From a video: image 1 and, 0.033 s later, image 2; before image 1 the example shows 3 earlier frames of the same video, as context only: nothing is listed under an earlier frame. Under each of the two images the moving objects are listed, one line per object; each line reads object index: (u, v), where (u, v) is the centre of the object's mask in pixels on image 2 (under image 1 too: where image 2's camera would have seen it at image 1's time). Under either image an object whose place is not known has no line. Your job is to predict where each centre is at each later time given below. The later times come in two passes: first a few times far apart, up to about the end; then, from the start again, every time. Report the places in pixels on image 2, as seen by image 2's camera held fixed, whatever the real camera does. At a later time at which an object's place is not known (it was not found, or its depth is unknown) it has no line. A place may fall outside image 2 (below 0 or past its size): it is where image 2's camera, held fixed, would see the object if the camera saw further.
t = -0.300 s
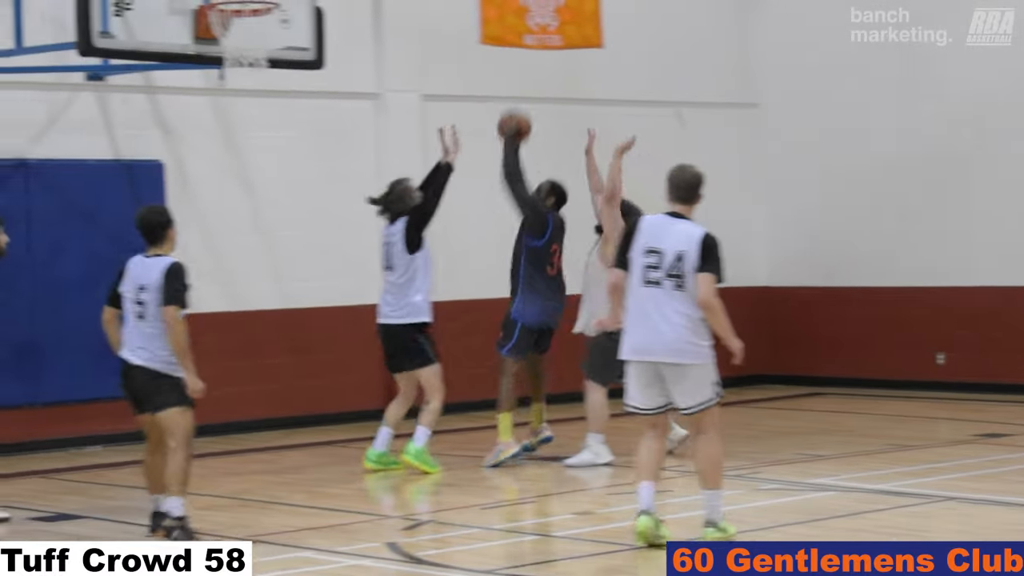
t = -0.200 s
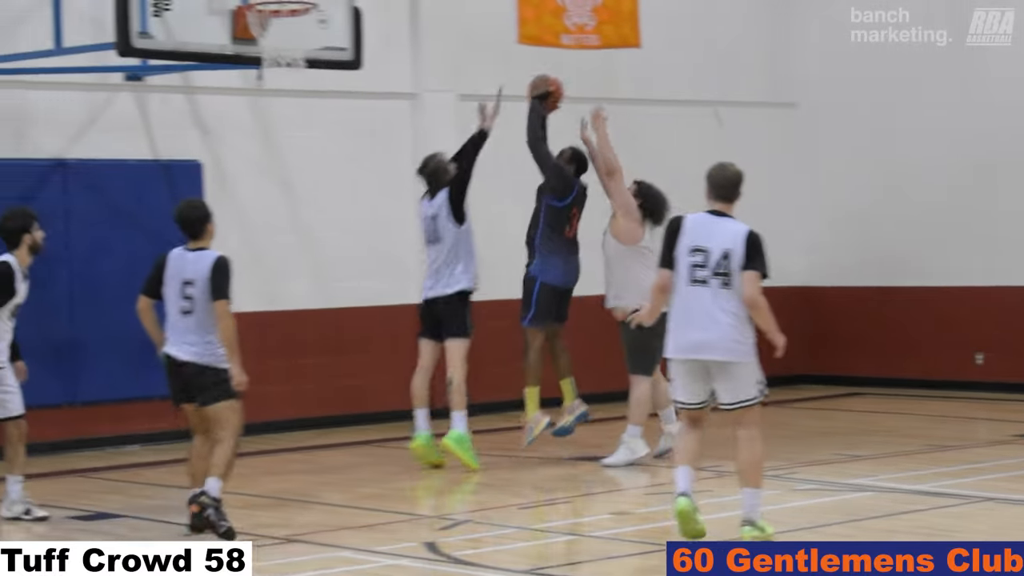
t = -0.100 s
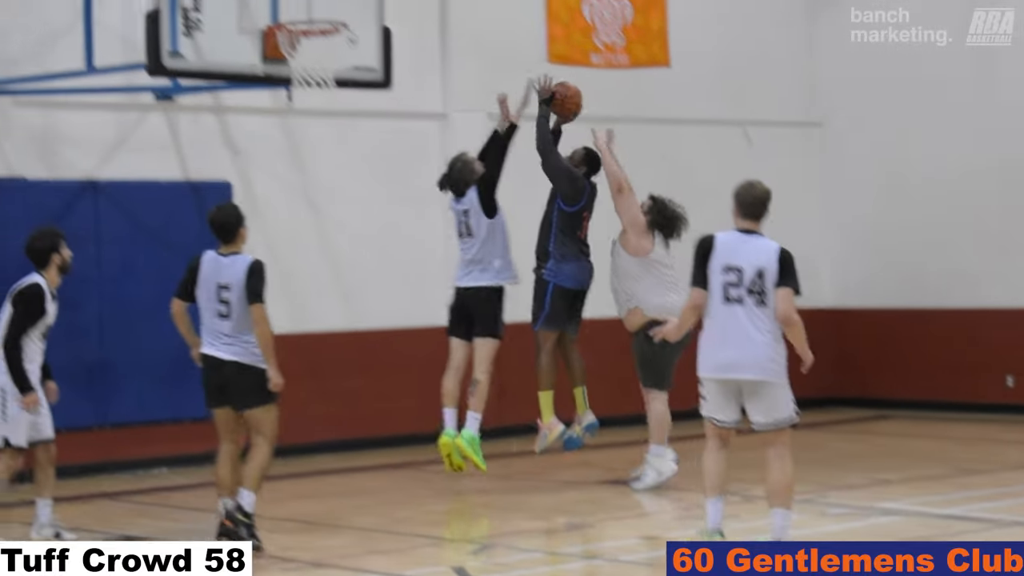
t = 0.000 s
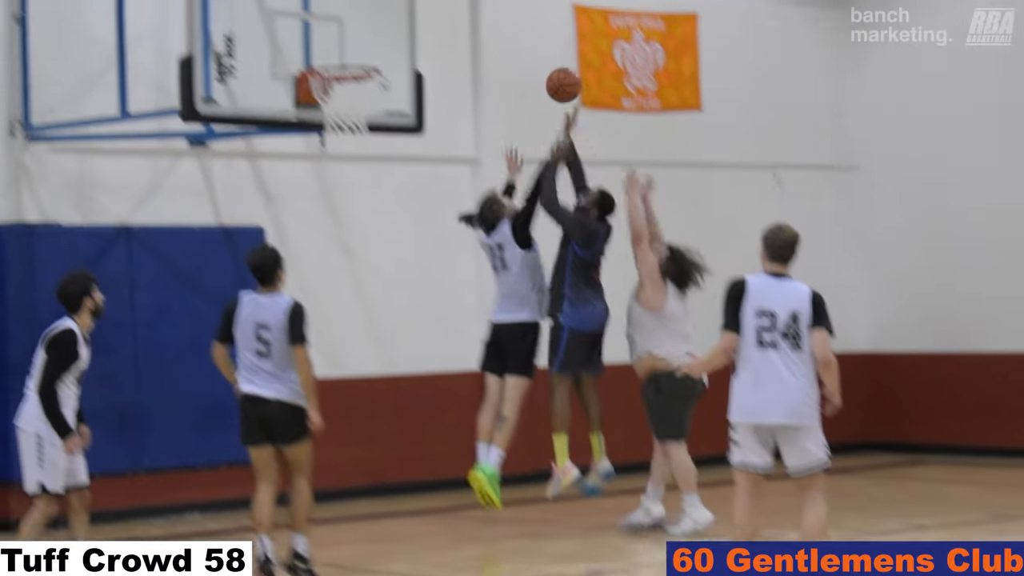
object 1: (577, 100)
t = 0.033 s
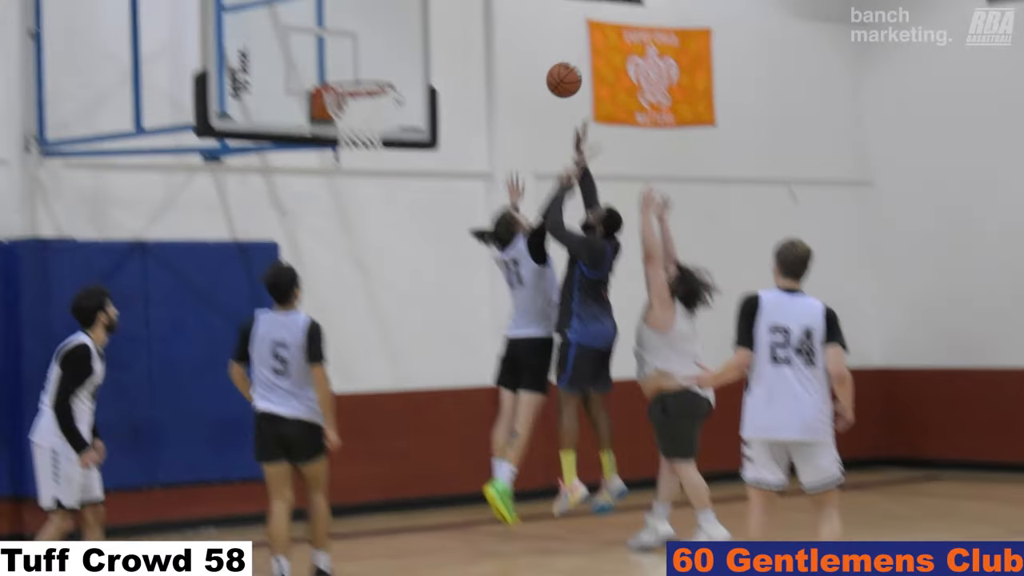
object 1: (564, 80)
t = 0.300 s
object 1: (461, -22)
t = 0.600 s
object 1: (390, -16)
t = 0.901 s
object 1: (406, 58)
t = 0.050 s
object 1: (557, 70)
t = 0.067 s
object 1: (551, 61)
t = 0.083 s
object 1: (544, 53)
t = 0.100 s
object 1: (538, 44)
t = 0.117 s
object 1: (532, 37)
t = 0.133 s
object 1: (525, 29)
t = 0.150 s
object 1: (519, 23)
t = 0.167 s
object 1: (513, 16)
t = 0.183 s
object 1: (506, 10)
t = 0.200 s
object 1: (500, 4)
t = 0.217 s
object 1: (493, -1)
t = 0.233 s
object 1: (487, -6)
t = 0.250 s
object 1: (481, -11)
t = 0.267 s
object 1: (474, -16)
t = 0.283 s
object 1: (468, -19)
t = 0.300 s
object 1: (461, -22)
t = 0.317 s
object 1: (455, -25)
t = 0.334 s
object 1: (449, -28)
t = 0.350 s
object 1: (442, -30)
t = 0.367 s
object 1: (436, -31)
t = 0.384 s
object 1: (430, -32)
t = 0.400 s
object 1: (424, -33)
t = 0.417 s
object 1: (418, -33)
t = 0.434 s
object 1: (413, -33)
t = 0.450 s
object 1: (407, -33)
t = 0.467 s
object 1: (400, -32)
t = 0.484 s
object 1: (394, -31)
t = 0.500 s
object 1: (388, -29)
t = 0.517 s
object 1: (387, -27)
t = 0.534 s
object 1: (387, -26)
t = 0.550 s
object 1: (388, -24)
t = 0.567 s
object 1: (388, -22)
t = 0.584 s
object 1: (389, -20)
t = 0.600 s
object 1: (390, -16)
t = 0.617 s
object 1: (390, -12)
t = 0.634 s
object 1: (391, -8)
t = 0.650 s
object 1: (392, -4)
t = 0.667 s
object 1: (392, 1)
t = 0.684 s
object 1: (393, 6)
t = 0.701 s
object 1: (394, 12)
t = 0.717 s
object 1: (394, 19)
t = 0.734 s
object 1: (395, 25)
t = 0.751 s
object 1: (395, 32)
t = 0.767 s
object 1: (396, 40)
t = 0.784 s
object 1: (397, 48)
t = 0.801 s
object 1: (397, 56)
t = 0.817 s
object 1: (398, 64)
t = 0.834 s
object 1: (399, 67)
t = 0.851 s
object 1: (401, 64)
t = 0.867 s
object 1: (403, 62)
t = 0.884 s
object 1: (404, 60)
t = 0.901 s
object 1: (406, 58)
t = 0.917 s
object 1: (408, 57)
